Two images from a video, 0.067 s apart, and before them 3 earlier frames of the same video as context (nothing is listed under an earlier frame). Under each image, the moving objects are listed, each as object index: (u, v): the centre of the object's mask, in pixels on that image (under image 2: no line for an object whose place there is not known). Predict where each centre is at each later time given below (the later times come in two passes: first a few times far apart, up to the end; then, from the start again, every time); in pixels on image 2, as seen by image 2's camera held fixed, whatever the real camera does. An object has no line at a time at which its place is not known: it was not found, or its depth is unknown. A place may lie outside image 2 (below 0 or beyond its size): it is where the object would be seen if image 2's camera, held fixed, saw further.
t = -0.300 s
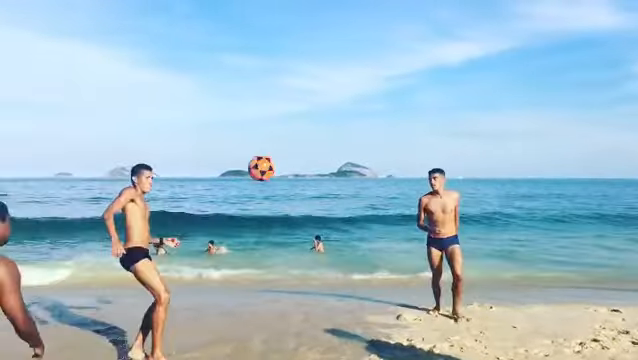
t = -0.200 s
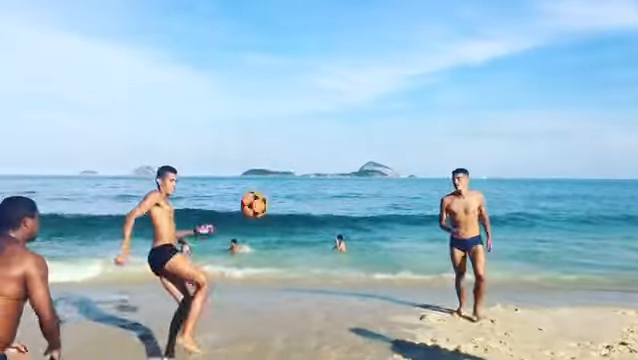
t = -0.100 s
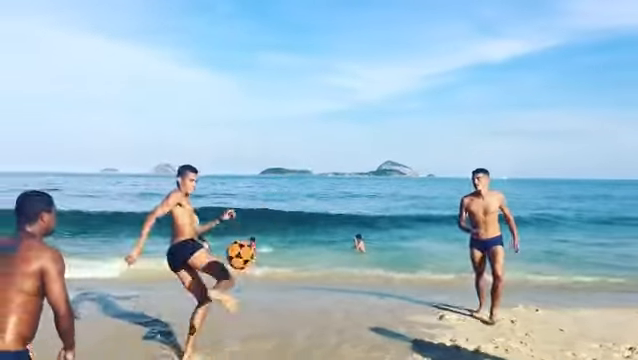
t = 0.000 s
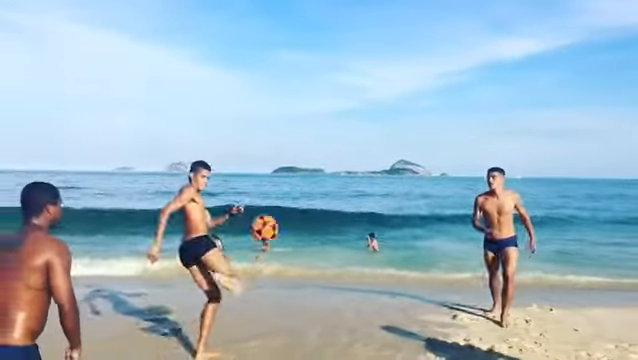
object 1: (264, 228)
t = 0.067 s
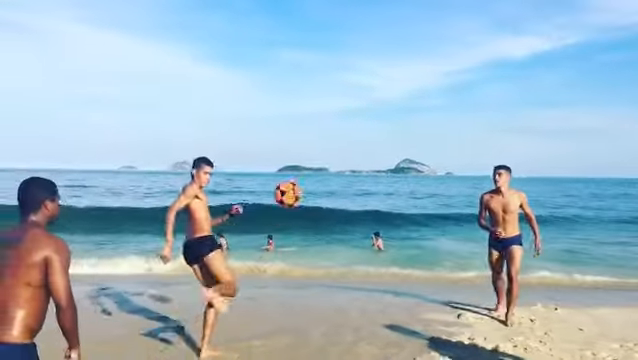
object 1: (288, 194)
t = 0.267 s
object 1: (344, 131)
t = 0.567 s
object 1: (417, 127)
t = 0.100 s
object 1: (297, 180)
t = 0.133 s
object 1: (306, 167)
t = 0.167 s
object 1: (316, 156)
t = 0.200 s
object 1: (325, 146)
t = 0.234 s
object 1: (334, 138)
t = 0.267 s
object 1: (344, 131)
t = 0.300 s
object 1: (352, 126)
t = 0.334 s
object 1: (361, 121)
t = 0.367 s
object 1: (369, 118)
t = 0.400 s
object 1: (377, 116)
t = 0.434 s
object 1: (386, 116)
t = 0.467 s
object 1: (393, 117)
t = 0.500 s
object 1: (402, 119)
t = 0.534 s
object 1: (410, 122)
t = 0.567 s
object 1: (417, 127)
